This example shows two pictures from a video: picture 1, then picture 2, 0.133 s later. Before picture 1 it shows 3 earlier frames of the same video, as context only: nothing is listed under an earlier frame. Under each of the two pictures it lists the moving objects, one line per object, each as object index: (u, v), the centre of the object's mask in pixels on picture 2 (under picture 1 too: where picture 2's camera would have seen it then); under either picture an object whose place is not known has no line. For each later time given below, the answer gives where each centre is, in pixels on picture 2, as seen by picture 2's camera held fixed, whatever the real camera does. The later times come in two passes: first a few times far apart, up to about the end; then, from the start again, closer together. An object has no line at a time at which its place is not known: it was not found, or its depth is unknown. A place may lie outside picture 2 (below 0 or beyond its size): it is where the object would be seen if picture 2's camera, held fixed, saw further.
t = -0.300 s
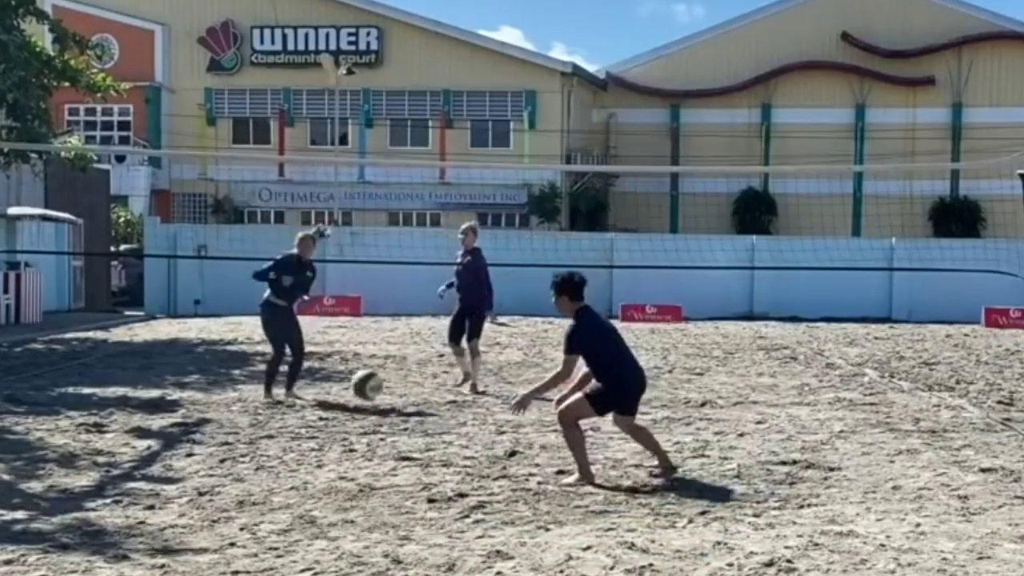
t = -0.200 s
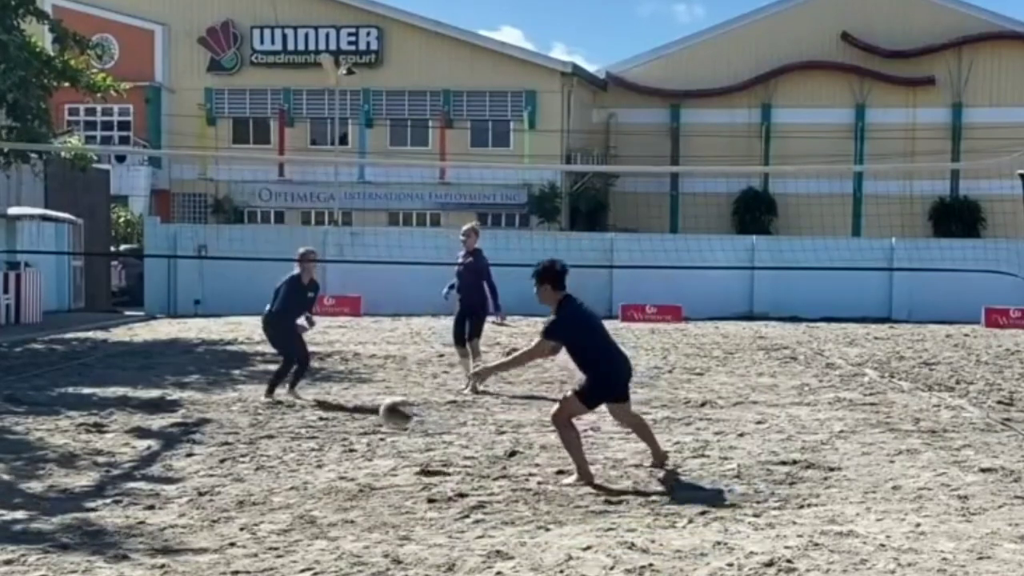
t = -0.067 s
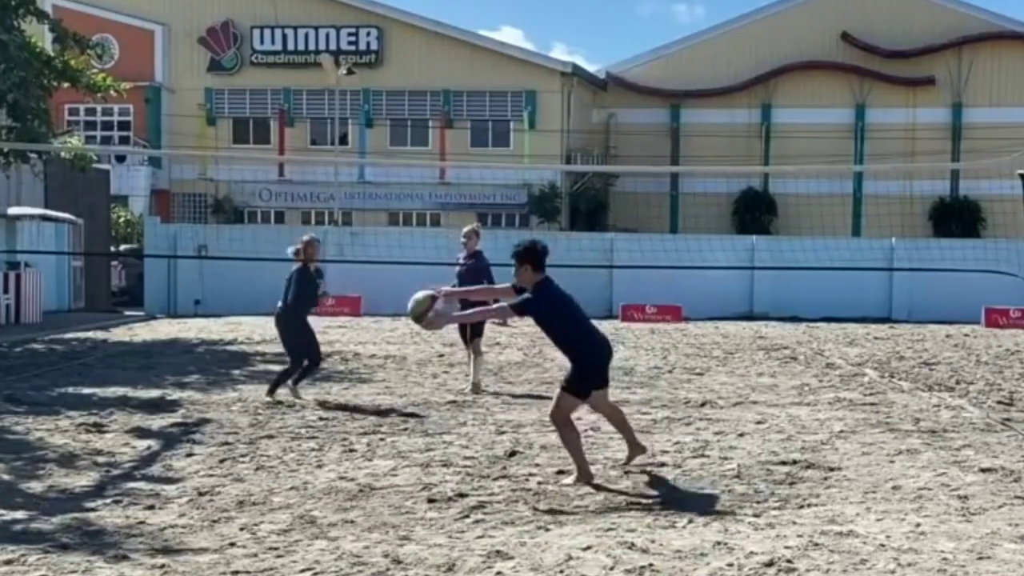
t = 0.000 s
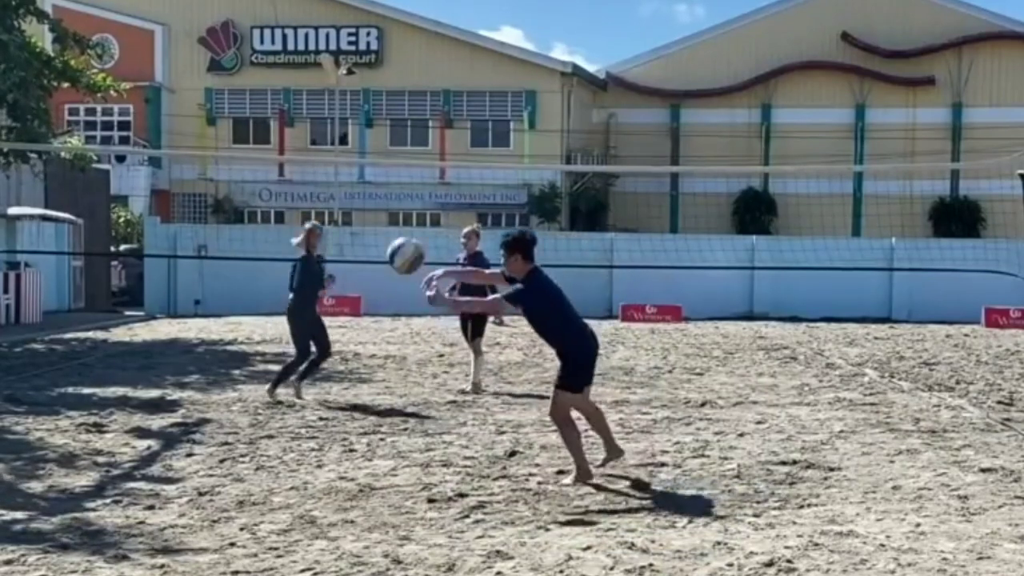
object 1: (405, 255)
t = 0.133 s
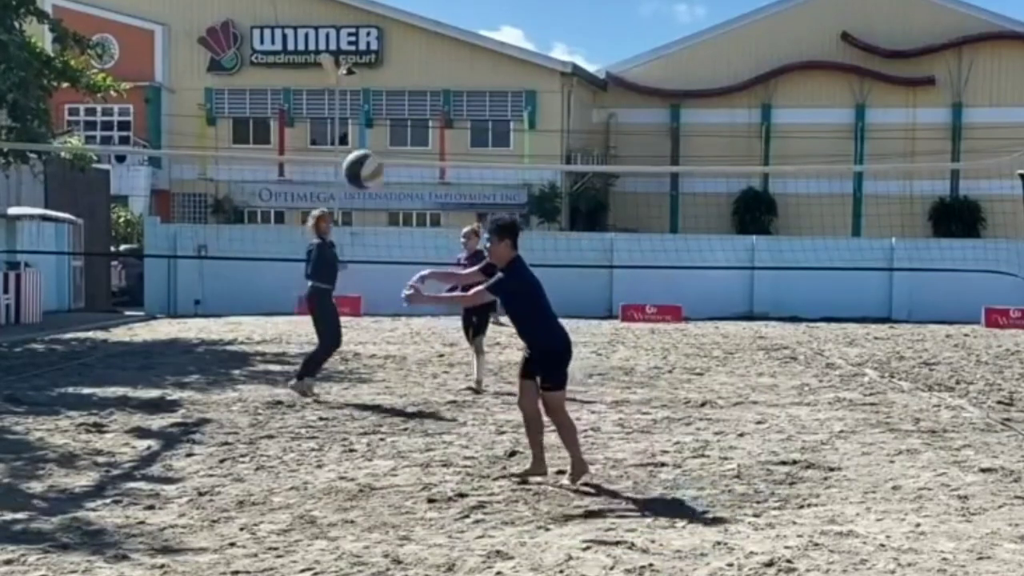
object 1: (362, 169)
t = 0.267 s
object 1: (315, 107)
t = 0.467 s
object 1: (239, 74)
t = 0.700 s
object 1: (140, 135)
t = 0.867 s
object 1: (65, 256)
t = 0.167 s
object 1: (350, 151)
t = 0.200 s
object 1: (338, 134)
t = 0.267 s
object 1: (315, 107)
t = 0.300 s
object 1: (302, 97)
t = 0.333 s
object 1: (291, 88)
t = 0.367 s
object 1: (278, 82)
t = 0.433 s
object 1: (252, 75)
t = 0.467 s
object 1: (239, 74)
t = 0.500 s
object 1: (226, 75)
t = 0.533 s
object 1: (211, 79)
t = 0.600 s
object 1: (183, 94)
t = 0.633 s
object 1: (170, 105)
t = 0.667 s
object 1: (154, 119)
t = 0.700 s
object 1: (140, 135)
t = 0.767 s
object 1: (110, 174)
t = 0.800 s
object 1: (95, 198)
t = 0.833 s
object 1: (80, 227)
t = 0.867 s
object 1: (65, 256)
